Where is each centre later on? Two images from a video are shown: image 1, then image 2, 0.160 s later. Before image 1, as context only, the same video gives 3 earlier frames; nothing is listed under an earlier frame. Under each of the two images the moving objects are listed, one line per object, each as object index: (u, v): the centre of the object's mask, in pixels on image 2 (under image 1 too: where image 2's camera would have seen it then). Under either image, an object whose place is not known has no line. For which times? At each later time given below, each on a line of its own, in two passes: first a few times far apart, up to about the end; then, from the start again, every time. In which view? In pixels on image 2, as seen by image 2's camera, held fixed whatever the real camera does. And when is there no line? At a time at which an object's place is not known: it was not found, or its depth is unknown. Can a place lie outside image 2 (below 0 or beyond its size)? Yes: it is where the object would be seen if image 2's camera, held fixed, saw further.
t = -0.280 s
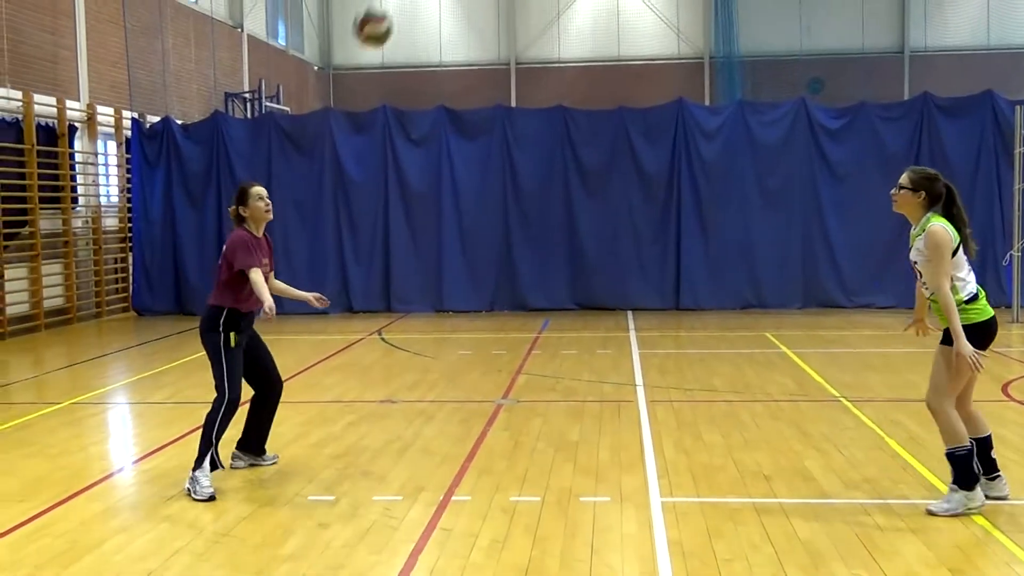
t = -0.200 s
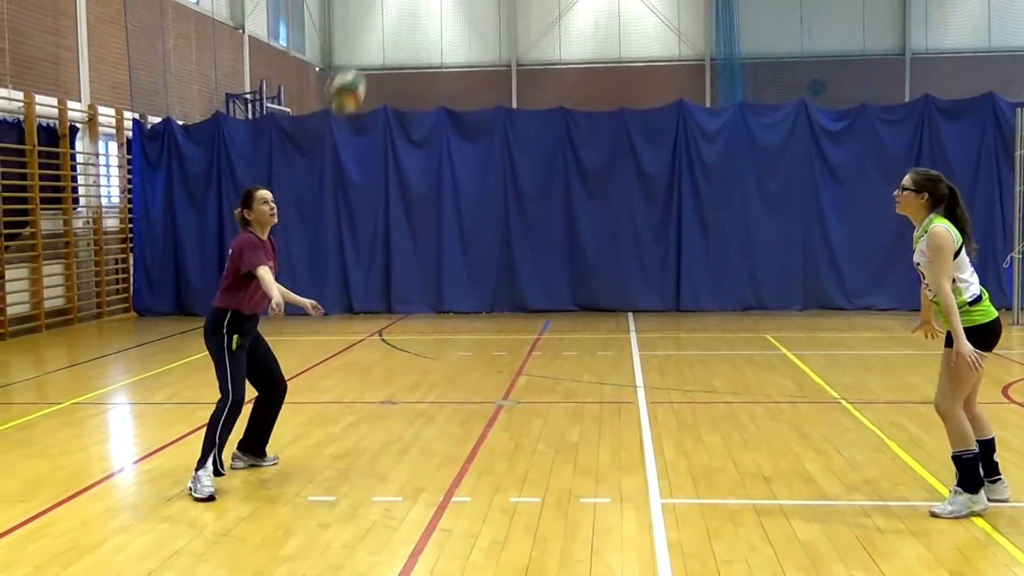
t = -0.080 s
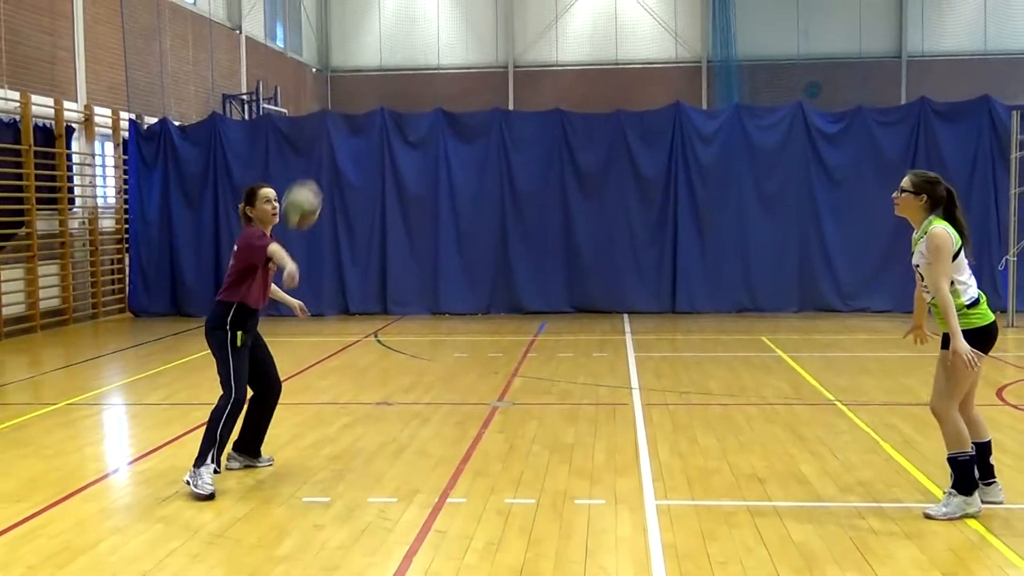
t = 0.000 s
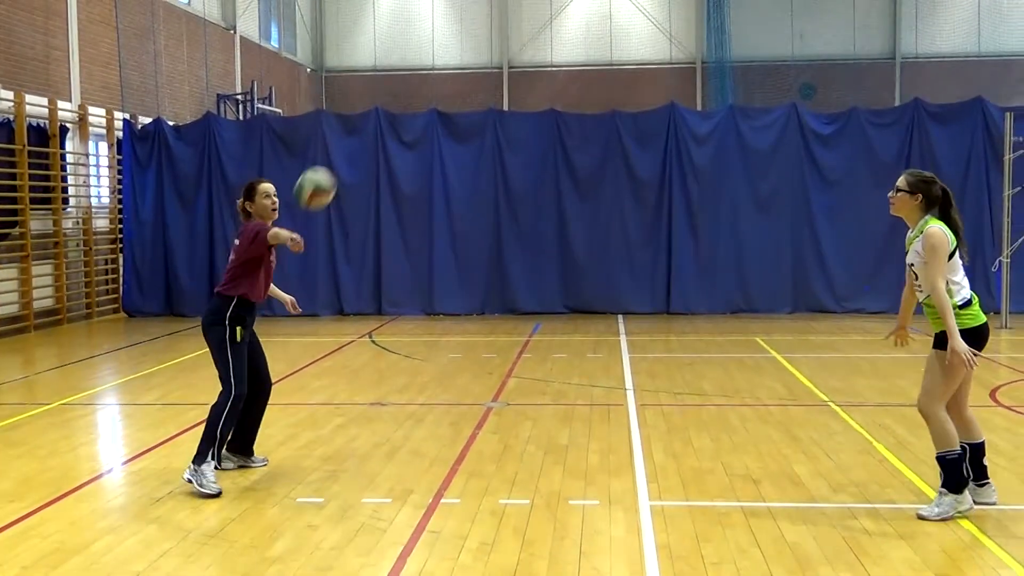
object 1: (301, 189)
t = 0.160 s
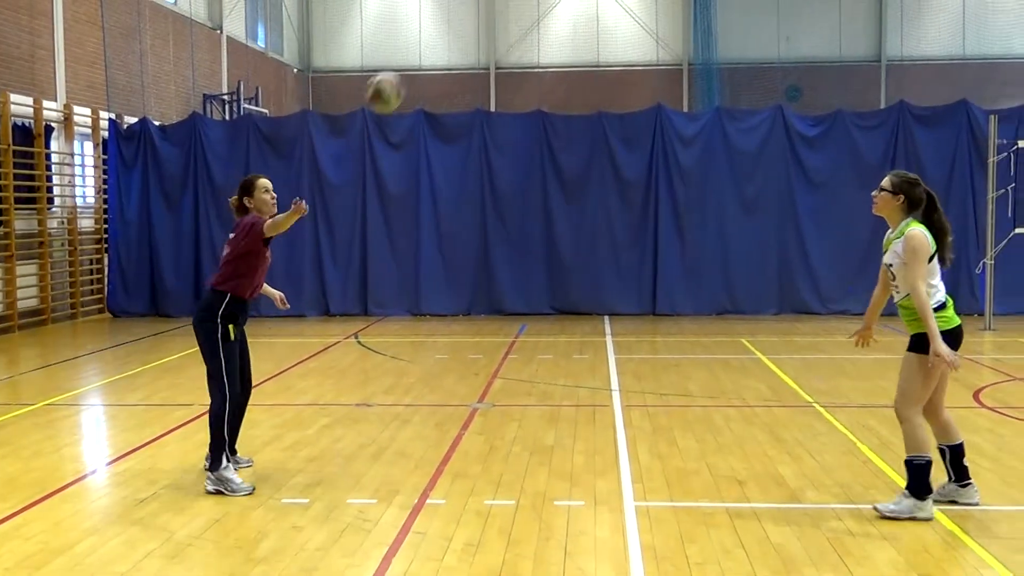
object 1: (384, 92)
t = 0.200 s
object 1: (405, 76)
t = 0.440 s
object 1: (520, 35)
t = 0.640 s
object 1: (611, 79)
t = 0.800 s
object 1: (678, 161)
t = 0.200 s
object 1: (405, 76)
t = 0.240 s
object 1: (425, 62)
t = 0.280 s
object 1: (444, 51)
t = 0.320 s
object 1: (463, 43)
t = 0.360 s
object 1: (482, 38)
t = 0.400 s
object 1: (501, 35)
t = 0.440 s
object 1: (520, 35)
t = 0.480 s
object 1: (538, 39)
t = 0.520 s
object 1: (556, 45)
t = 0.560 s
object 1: (575, 54)
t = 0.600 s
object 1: (594, 66)
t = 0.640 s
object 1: (611, 79)
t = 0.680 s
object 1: (628, 95)
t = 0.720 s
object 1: (645, 114)
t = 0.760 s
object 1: (661, 137)
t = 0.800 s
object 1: (678, 161)
